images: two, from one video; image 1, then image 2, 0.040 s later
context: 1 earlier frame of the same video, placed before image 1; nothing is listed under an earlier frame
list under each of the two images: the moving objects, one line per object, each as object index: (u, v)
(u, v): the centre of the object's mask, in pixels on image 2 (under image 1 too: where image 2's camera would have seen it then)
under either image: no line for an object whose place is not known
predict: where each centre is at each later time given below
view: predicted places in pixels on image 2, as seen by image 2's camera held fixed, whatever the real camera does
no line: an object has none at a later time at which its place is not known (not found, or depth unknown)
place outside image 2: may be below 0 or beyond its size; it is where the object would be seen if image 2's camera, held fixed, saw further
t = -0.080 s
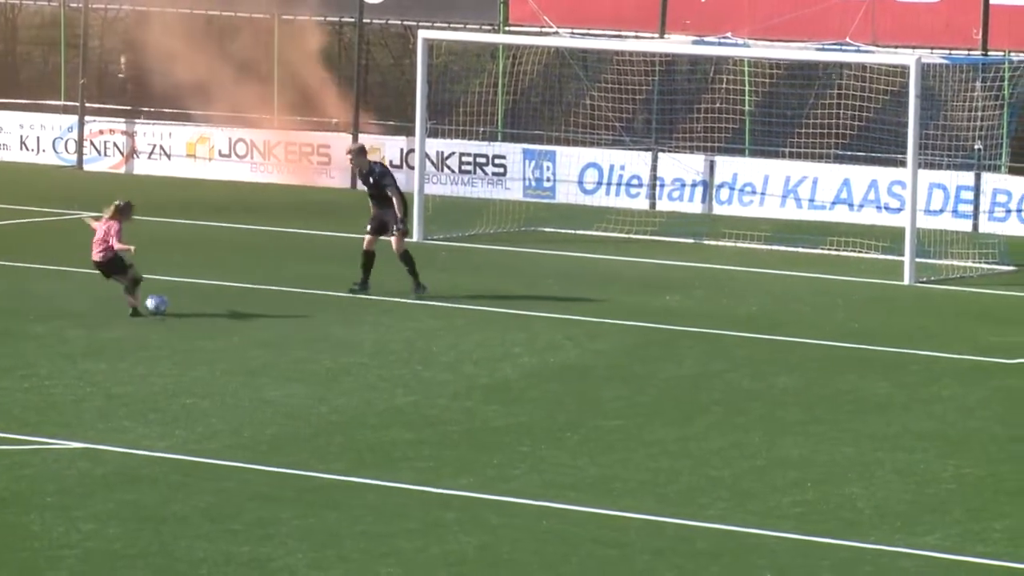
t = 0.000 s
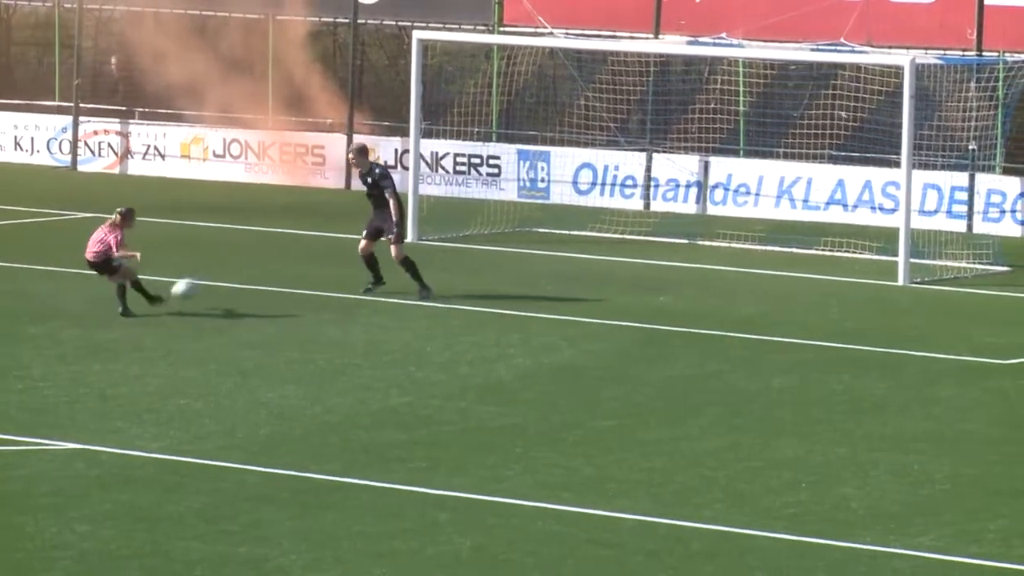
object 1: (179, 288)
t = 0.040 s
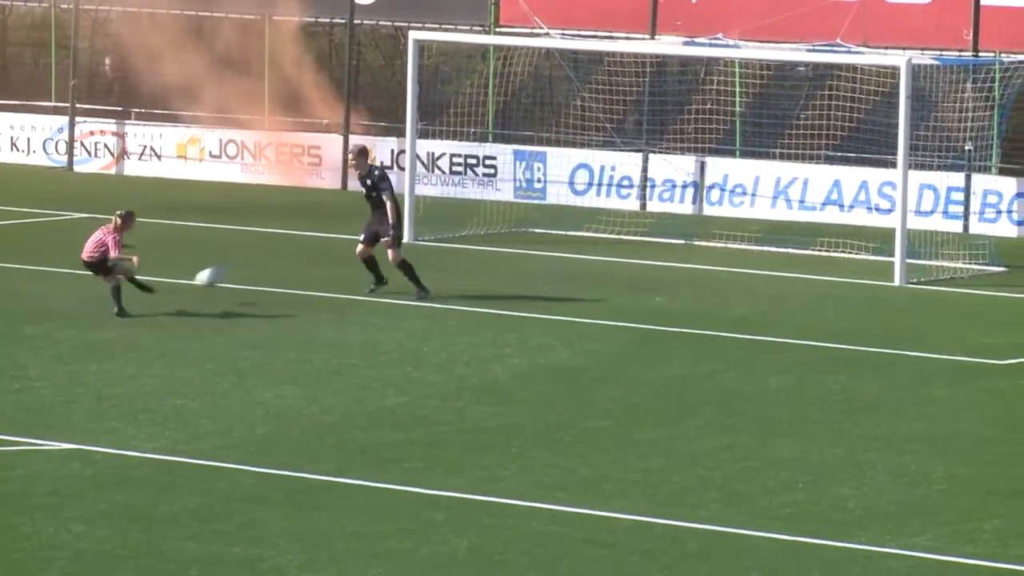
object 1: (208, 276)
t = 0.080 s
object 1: (232, 267)
